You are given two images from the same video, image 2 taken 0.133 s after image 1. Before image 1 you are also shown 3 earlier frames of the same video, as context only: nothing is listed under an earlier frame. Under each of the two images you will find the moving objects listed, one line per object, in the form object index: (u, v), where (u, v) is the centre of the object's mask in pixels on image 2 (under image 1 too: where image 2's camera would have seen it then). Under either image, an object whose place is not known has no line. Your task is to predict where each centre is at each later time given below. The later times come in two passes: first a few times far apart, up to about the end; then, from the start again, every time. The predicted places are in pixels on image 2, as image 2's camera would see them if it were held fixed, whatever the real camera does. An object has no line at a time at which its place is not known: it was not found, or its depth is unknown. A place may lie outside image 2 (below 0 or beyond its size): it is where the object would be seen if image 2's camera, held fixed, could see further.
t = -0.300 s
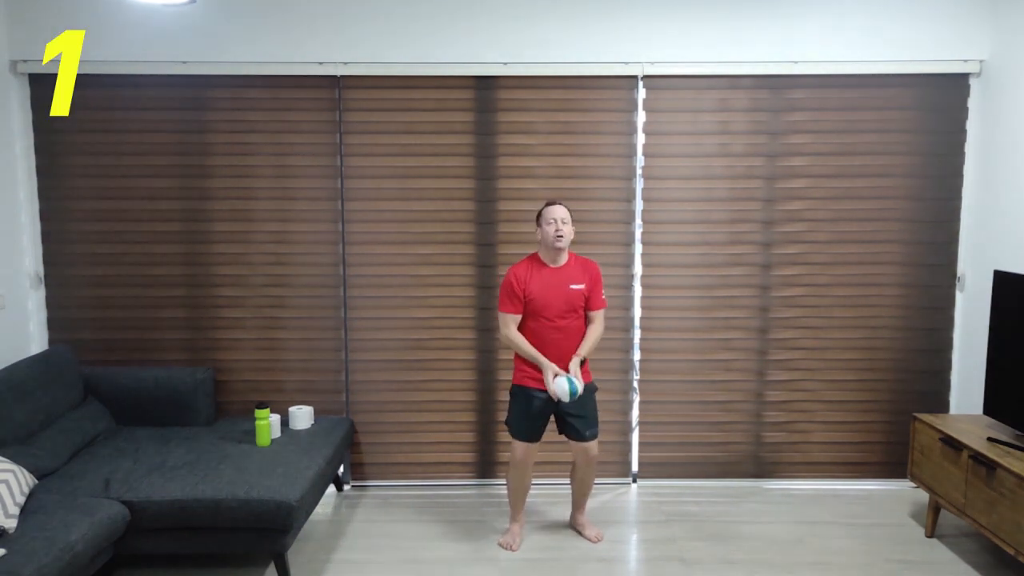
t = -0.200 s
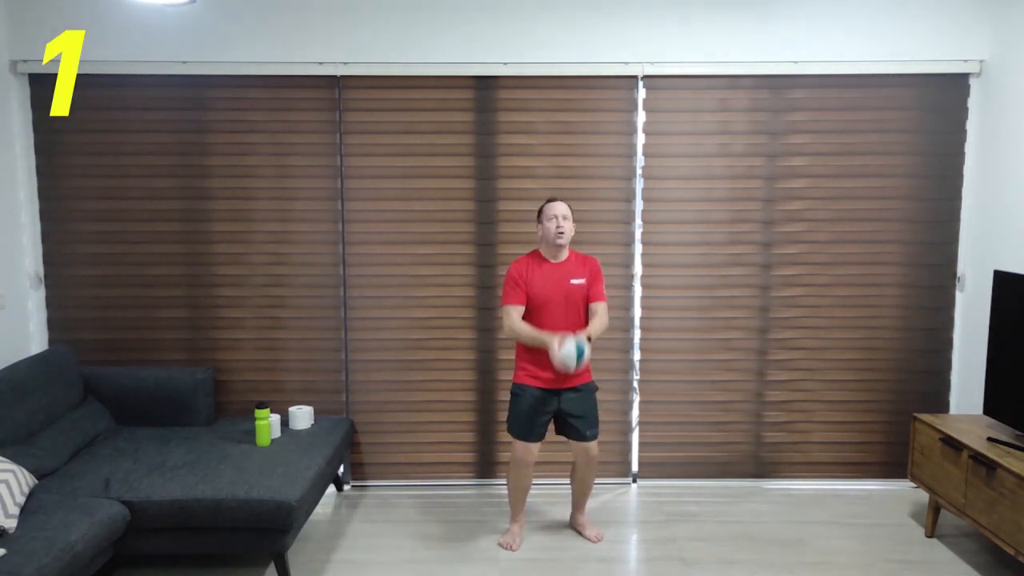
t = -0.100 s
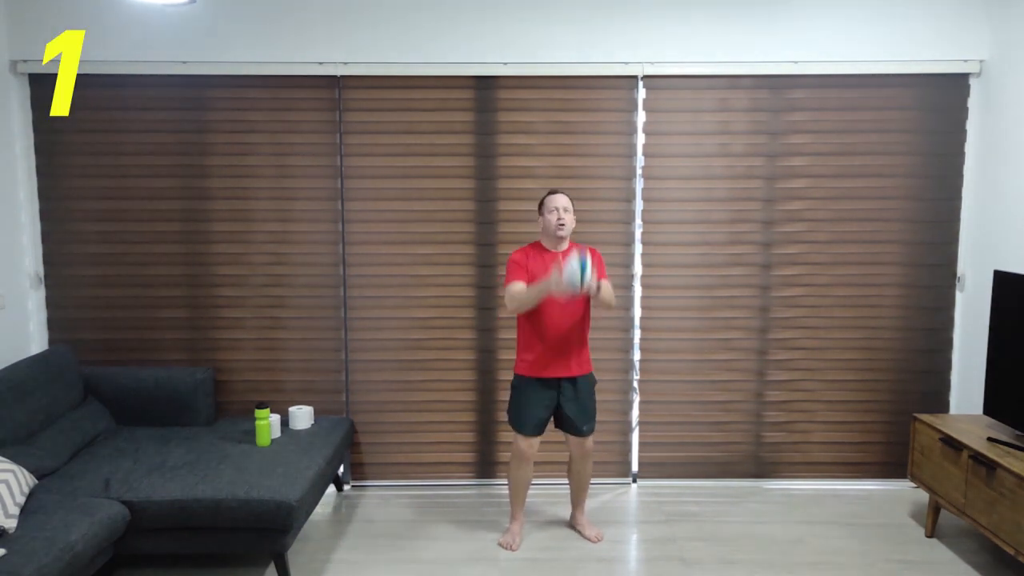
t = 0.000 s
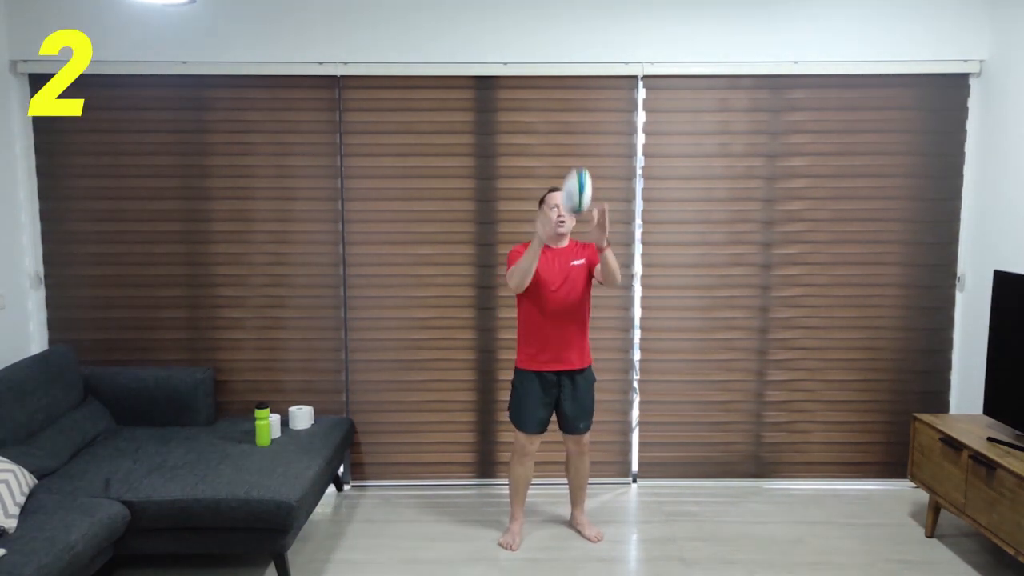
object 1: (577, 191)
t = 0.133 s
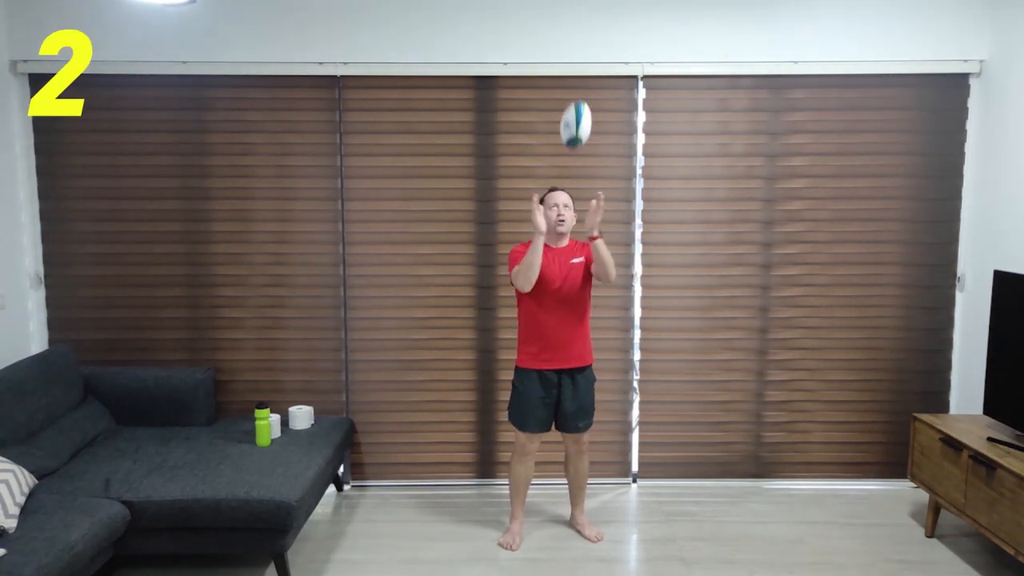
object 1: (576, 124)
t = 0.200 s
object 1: (575, 106)
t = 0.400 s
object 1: (574, 112)
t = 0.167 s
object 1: (575, 114)
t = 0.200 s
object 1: (575, 106)
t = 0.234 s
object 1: (575, 101)
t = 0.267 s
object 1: (575, 99)
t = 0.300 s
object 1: (574, 98)
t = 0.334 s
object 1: (574, 100)
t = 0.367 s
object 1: (574, 105)
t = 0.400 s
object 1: (574, 112)
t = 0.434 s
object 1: (574, 122)
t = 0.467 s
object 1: (573, 134)
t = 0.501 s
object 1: (573, 148)
